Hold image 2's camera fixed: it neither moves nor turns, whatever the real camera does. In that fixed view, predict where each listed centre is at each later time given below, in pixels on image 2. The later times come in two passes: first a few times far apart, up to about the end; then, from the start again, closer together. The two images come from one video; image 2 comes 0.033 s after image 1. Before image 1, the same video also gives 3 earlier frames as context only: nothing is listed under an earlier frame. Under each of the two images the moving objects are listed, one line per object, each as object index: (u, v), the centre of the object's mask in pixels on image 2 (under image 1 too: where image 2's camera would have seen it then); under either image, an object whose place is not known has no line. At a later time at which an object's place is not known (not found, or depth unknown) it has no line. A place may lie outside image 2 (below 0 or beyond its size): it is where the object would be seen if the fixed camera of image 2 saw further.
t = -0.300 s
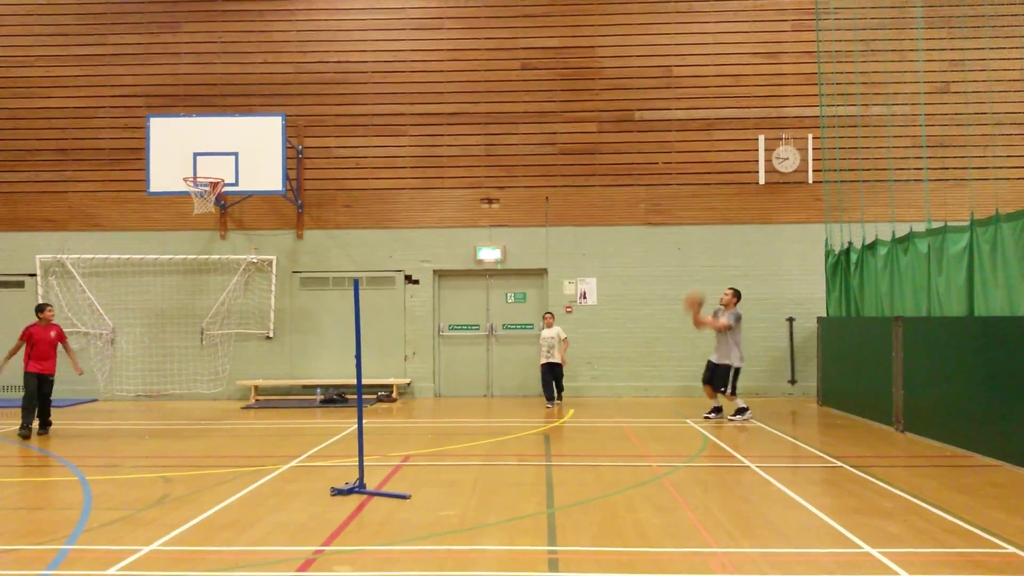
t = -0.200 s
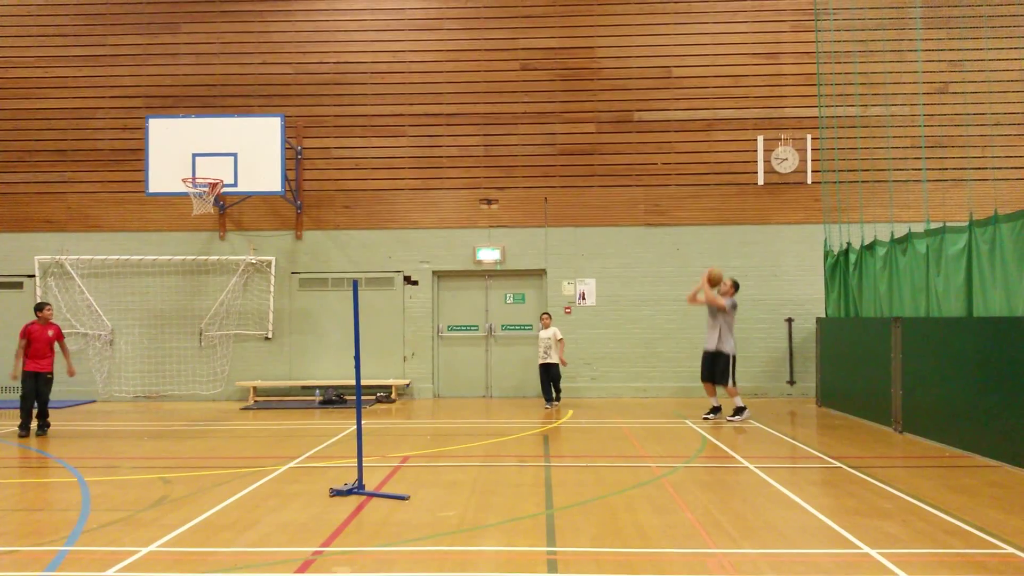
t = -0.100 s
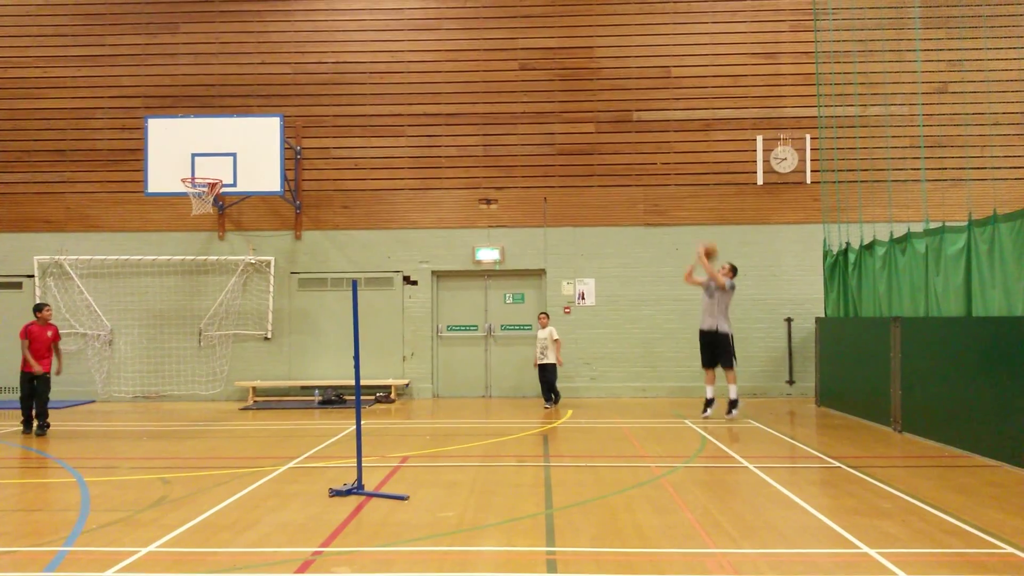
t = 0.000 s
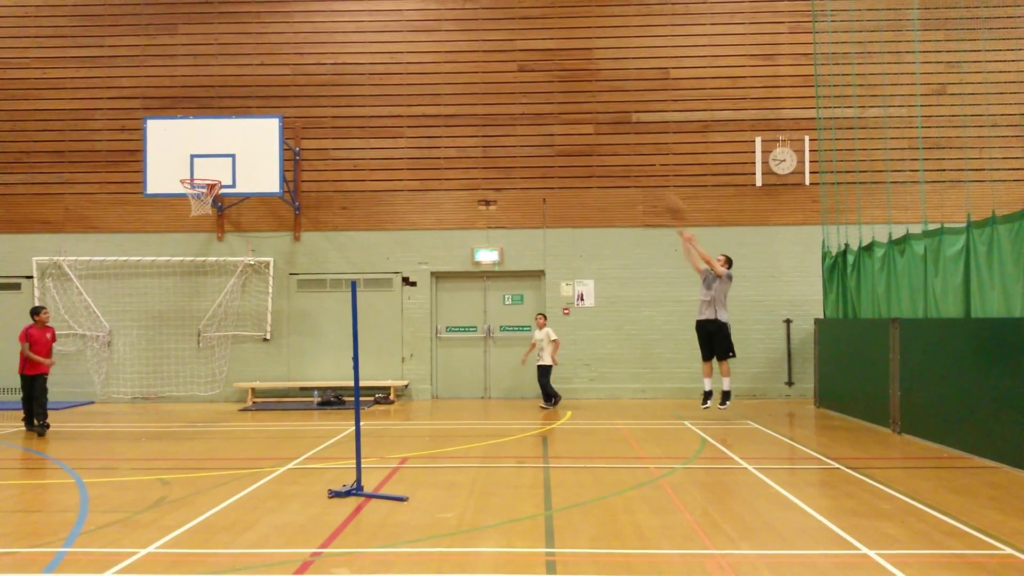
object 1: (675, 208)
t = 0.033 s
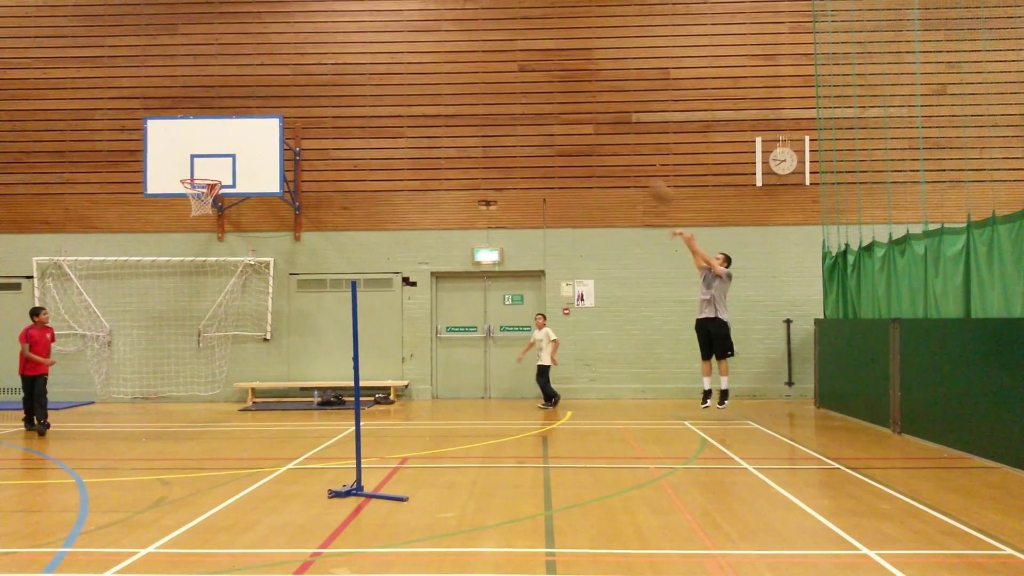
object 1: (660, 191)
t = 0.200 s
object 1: (587, 129)
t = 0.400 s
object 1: (504, 82)
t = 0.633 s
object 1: (408, 64)
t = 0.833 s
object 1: (327, 81)
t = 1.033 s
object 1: (246, 128)
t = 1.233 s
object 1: (199, 186)
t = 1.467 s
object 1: (207, 208)
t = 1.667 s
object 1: (191, 254)
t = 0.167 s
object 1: (602, 138)
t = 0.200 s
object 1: (587, 129)
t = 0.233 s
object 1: (573, 119)
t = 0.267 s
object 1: (560, 111)
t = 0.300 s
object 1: (546, 102)
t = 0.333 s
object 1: (532, 94)
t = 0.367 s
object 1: (518, 87)
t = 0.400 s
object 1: (504, 82)
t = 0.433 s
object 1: (489, 76)
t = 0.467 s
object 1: (476, 72)
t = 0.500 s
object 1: (462, 69)
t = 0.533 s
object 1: (448, 66)
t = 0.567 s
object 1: (435, 64)
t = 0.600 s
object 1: (421, 64)
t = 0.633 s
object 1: (408, 64)
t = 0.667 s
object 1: (395, 65)
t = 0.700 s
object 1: (381, 66)
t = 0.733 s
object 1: (367, 69)
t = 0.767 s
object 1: (354, 72)
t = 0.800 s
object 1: (340, 76)
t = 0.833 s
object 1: (327, 81)
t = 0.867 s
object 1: (315, 86)
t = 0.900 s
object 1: (301, 93)
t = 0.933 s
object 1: (287, 99)
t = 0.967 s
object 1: (273, 107)
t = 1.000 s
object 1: (259, 117)
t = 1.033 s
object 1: (246, 128)
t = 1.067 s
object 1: (233, 139)
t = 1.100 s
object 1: (218, 151)
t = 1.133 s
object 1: (205, 164)
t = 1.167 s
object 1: (192, 176)
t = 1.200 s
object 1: (194, 182)
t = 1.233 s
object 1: (199, 186)
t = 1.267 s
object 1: (209, 190)
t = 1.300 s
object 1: (214, 195)
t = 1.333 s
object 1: (214, 196)
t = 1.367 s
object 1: (213, 199)
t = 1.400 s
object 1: (212, 201)
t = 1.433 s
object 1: (209, 205)
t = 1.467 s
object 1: (207, 208)
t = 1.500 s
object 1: (205, 214)
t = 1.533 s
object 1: (202, 219)
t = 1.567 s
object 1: (199, 227)
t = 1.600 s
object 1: (196, 234)
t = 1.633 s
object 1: (194, 245)
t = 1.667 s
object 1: (191, 254)
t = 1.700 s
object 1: (187, 266)
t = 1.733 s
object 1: (185, 277)
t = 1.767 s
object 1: (182, 291)
